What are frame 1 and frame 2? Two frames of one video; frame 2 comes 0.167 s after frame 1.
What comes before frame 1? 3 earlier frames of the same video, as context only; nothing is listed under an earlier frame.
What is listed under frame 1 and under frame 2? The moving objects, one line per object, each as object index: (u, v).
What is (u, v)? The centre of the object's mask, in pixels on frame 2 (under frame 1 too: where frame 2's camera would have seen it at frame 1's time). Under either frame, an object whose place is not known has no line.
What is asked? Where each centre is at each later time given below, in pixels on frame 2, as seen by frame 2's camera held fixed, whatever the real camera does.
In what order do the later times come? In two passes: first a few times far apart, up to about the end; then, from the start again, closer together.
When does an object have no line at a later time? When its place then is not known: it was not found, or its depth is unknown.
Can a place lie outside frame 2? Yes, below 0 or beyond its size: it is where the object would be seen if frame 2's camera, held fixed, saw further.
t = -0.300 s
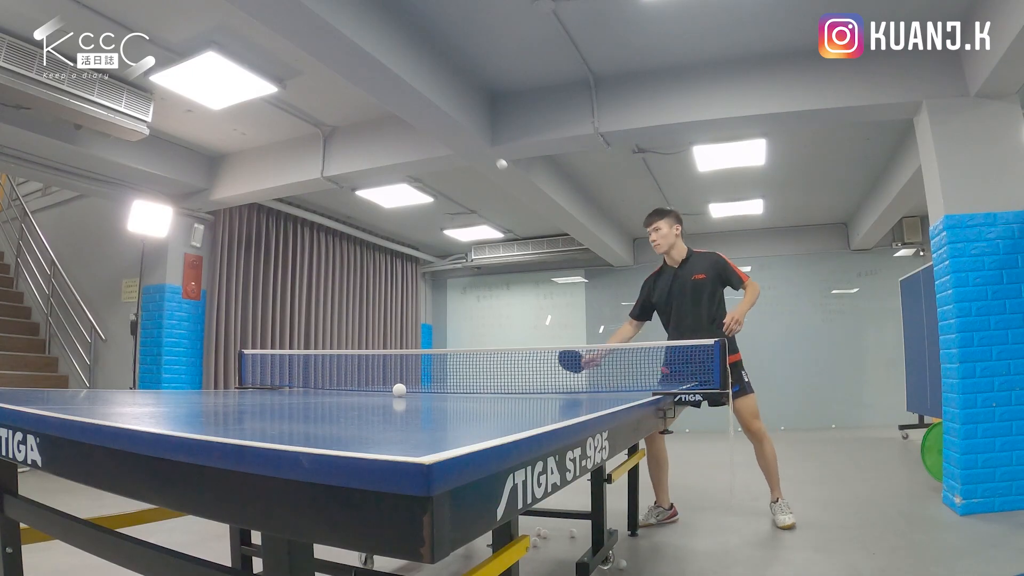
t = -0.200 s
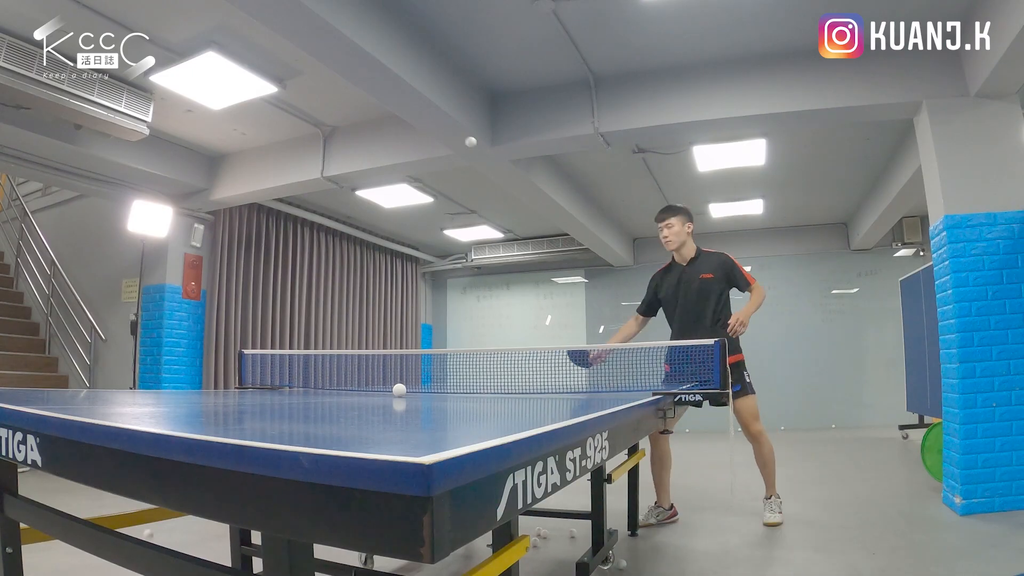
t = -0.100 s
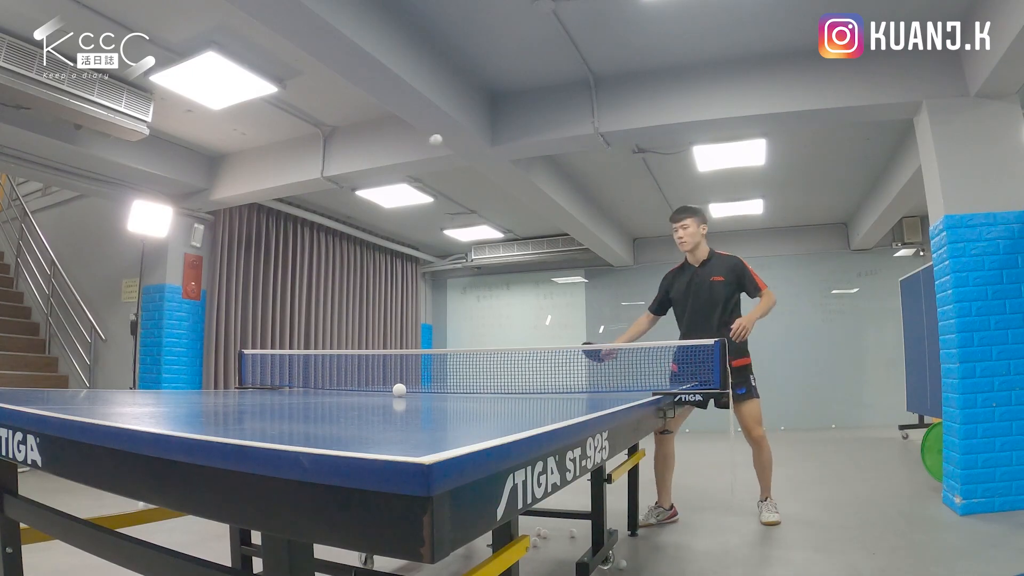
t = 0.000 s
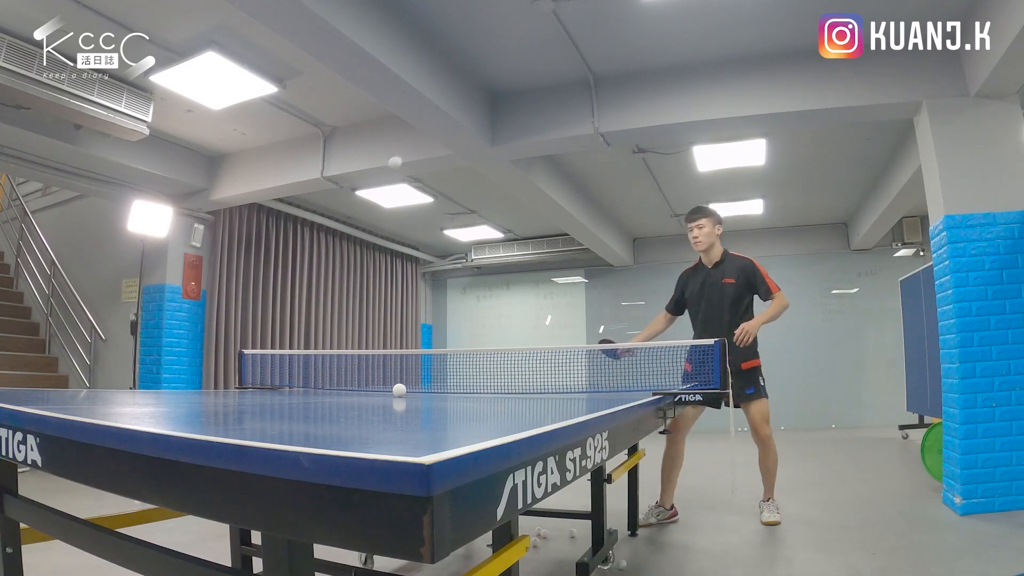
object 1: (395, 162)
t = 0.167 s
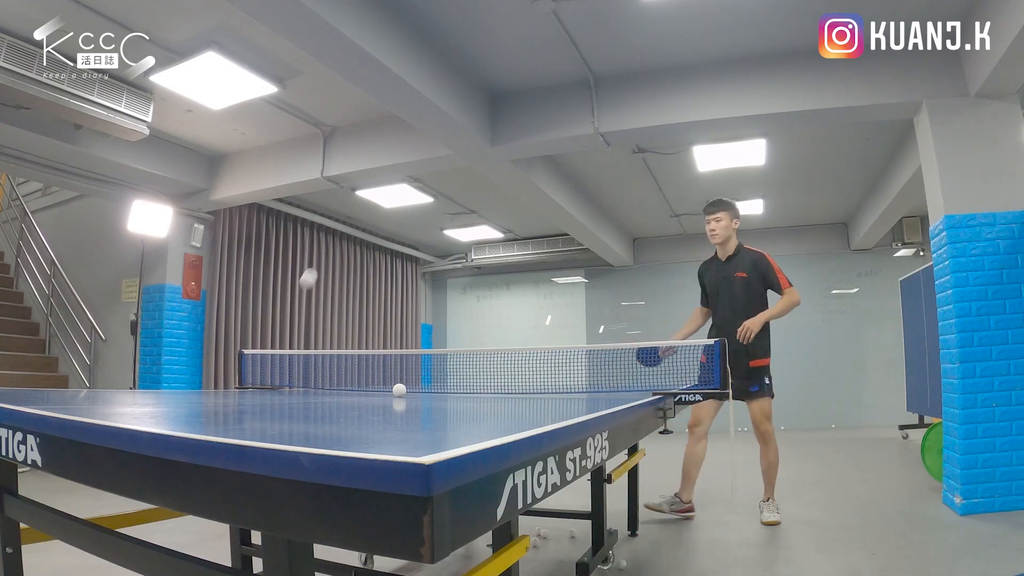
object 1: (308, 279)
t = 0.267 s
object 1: (254, 372)
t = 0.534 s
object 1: (265, 185)
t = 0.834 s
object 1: (261, 283)
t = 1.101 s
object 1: (272, 276)
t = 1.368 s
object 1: (285, 274)
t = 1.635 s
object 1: (292, 334)
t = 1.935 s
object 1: (296, 305)
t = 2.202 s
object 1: (289, 350)
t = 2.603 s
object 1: (258, 367)
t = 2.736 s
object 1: (248, 360)
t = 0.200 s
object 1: (288, 318)
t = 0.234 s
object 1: (266, 364)
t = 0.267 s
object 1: (254, 372)
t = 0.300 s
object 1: (255, 329)
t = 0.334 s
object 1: (257, 293)
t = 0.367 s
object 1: (258, 263)
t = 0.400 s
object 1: (260, 238)
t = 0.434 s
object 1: (262, 219)
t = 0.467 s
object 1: (263, 203)
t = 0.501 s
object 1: (264, 192)
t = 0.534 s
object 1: (265, 185)
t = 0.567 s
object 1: (266, 182)
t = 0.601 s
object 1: (266, 182)
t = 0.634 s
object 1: (266, 186)
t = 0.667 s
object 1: (265, 194)
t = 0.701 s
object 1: (265, 205)
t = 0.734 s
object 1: (264, 219)
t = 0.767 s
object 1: (263, 237)
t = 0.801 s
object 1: (262, 259)
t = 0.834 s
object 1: (261, 283)
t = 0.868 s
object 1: (260, 311)
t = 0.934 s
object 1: (259, 376)
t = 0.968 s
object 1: (260, 366)
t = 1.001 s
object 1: (263, 337)
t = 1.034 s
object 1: (266, 312)
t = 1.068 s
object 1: (269, 292)
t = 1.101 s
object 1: (272, 276)
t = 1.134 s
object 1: (274, 264)
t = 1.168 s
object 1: (276, 256)
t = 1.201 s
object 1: (278, 251)
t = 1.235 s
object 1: (280, 249)
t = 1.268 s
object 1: (281, 251)
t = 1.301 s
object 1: (283, 256)
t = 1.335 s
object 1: (284, 264)
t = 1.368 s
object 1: (285, 274)
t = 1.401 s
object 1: (286, 288)
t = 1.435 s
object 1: (286, 304)
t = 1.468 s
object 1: (287, 323)
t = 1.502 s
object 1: (288, 344)
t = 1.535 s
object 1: (289, 370)
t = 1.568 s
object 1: (289, 377)
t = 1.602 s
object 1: (291, 354)
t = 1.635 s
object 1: (292, 334)
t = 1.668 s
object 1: (293, 319)
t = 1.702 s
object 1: (294, 307)
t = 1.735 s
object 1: (294, 298)
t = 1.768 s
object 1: (295, 292)
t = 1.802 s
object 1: (295, 289)
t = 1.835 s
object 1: (296, 289)
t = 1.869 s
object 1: (296, 292)
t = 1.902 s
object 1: (296, 297)
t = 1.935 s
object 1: (296, 305)
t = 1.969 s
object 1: (296, 316)
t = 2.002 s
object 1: (296, 330)
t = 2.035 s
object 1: (296, 345)
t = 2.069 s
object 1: (295, 345)
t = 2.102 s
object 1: (294, 344)
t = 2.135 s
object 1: (292, 346)
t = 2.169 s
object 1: (291, 346)
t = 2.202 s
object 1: (289, 350)
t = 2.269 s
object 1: (285, 365)
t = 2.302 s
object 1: (283, 378)
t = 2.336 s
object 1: (281, 380)
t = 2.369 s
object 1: (278, 368)
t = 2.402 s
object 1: (276, 360)
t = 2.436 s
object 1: (273, 354)
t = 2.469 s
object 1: (270, 351)
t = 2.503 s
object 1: (268, 350)
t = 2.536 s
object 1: (264, 353)
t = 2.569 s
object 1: (262, 359)
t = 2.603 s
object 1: (258, 367)
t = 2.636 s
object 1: (256, 379)
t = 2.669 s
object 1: (253, 379)
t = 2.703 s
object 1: (250, 368)
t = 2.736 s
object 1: (248, 360)
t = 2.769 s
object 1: (245, 356)
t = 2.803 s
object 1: (242, 354)
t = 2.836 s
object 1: (240, 355)
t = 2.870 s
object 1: (237, 359)
